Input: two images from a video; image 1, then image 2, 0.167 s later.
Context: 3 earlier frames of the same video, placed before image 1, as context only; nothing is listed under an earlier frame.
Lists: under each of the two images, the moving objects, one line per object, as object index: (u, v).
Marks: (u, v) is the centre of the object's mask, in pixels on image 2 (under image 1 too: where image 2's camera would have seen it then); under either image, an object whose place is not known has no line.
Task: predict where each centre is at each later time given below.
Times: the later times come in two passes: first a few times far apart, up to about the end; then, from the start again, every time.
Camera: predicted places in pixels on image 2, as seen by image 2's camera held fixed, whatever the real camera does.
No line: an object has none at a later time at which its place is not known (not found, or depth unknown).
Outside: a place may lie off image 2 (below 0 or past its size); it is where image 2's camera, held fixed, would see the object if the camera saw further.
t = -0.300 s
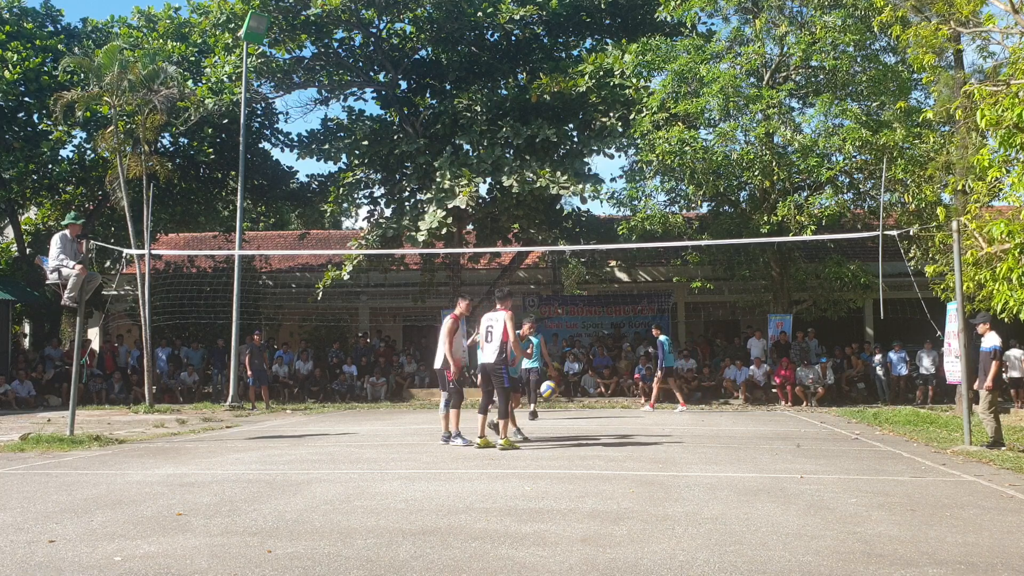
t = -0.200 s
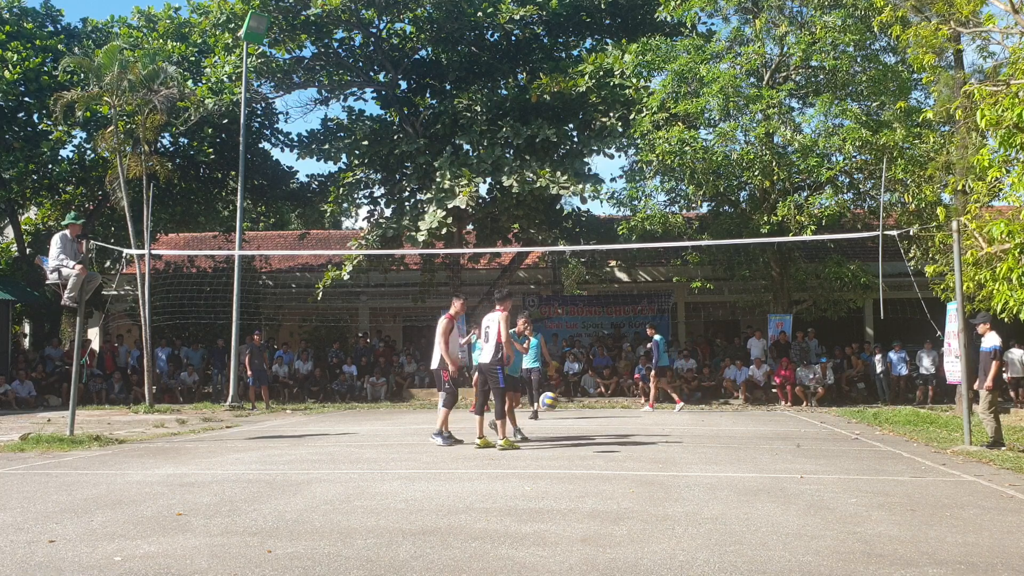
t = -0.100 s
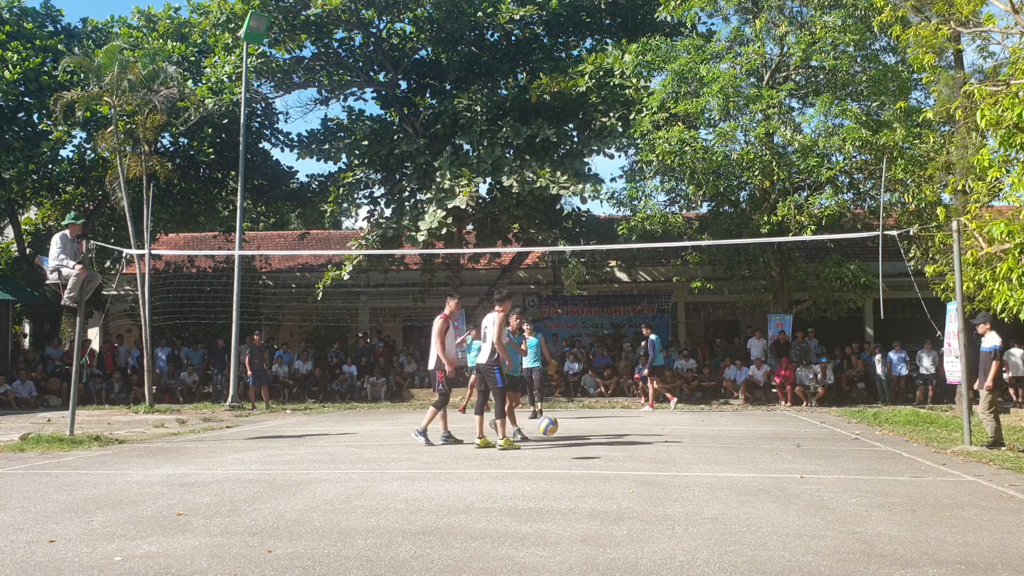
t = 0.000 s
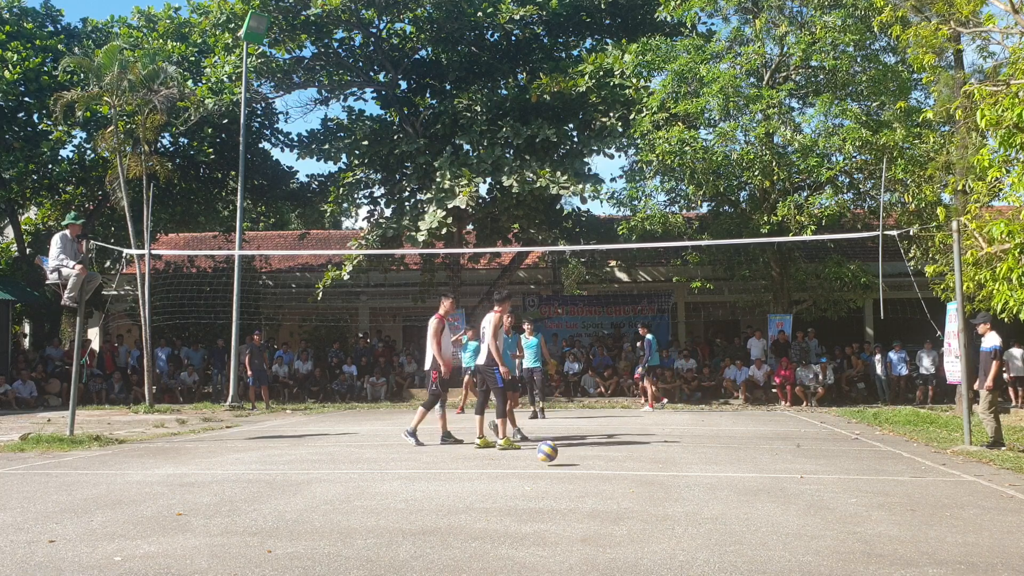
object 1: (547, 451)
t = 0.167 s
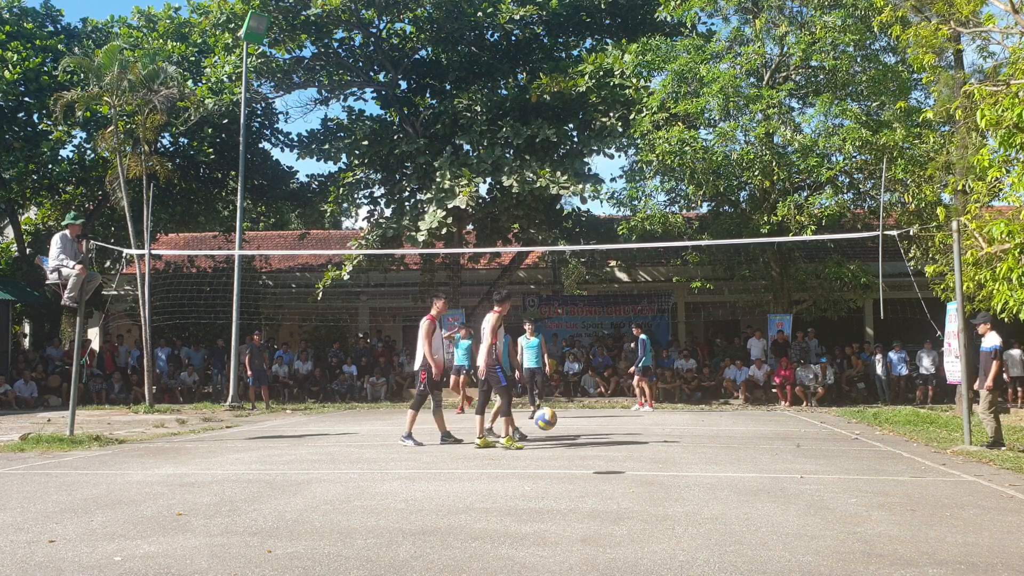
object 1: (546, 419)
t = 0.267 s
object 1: (545, 412)
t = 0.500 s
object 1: (542, 447)
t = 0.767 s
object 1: (542, 460)
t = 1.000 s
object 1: (545, 477)
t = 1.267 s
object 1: (553, 548)
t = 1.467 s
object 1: (565, 563)
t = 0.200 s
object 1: (545, 415)
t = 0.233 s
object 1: (545, 413)
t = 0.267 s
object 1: (545, 412)
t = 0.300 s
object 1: (545, 412)
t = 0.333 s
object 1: (544, 414)
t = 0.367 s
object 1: (544, 418)
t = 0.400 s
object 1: (543, 422)
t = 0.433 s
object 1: (543, 429)
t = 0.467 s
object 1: (543, 437)
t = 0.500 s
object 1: (542, 447)
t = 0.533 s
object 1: (542, 459)
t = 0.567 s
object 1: (542, 473)
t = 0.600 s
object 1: (542, 491)
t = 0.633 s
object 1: (542, 490)
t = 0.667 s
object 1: (541, 480)
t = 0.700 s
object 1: (542, 472)
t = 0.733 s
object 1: (542, 465)
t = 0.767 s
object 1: (542, 460)
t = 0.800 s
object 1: (543, 457)
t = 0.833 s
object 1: (543, 455)
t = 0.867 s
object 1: (543, 455)
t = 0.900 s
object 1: (544, 457)
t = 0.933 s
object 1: (544, 462)
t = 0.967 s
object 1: (545, 468)
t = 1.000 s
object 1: (545, 477)
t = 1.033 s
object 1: (546, 489)
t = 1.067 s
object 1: (547, 504)
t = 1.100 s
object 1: (547, 522)
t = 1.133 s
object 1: (548, 544)
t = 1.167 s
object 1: (550, 562)
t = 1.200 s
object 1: (551, 557)
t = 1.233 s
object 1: (552, 552)
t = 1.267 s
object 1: (553, 548)
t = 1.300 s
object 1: (555, 545)
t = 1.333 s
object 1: (556, 545)
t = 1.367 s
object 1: (558, 548)
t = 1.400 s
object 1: (560, 551)
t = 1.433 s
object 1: (562, 557)
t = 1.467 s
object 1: (565, 563)
